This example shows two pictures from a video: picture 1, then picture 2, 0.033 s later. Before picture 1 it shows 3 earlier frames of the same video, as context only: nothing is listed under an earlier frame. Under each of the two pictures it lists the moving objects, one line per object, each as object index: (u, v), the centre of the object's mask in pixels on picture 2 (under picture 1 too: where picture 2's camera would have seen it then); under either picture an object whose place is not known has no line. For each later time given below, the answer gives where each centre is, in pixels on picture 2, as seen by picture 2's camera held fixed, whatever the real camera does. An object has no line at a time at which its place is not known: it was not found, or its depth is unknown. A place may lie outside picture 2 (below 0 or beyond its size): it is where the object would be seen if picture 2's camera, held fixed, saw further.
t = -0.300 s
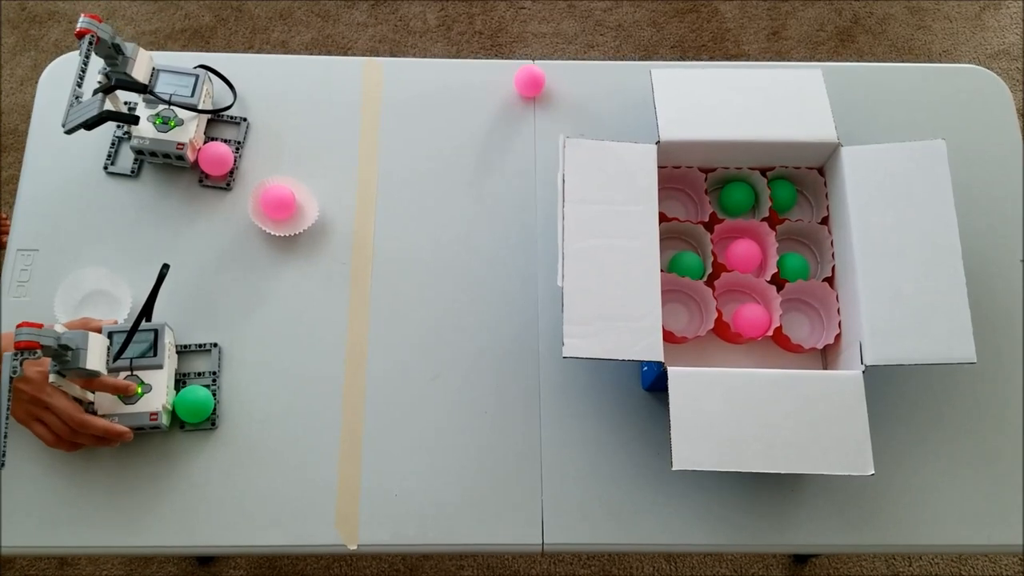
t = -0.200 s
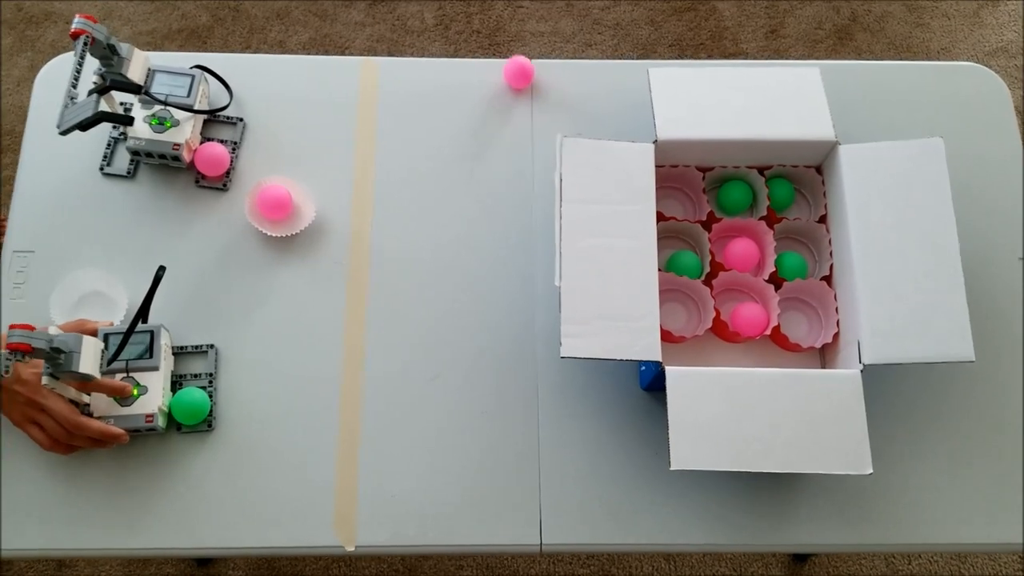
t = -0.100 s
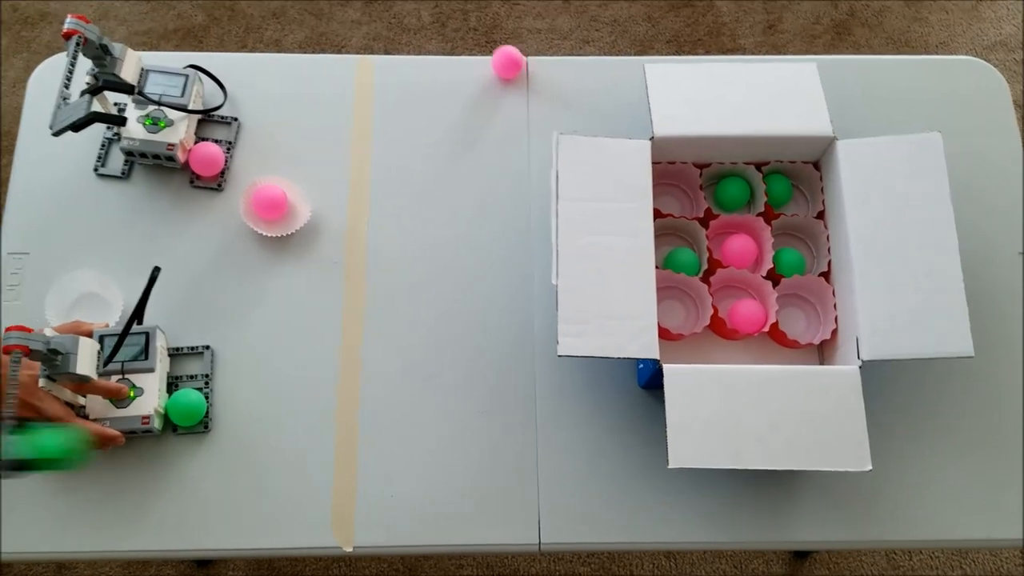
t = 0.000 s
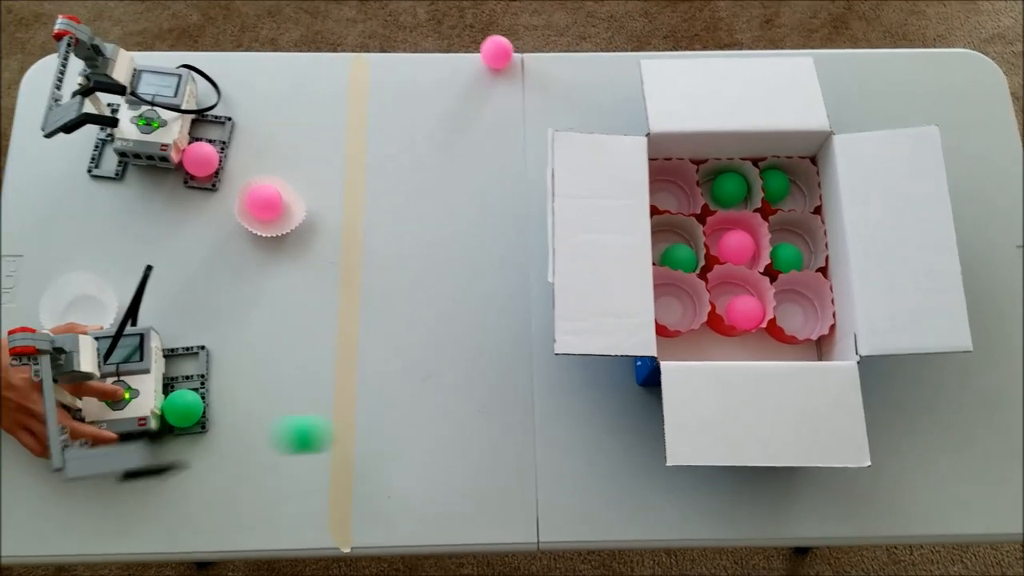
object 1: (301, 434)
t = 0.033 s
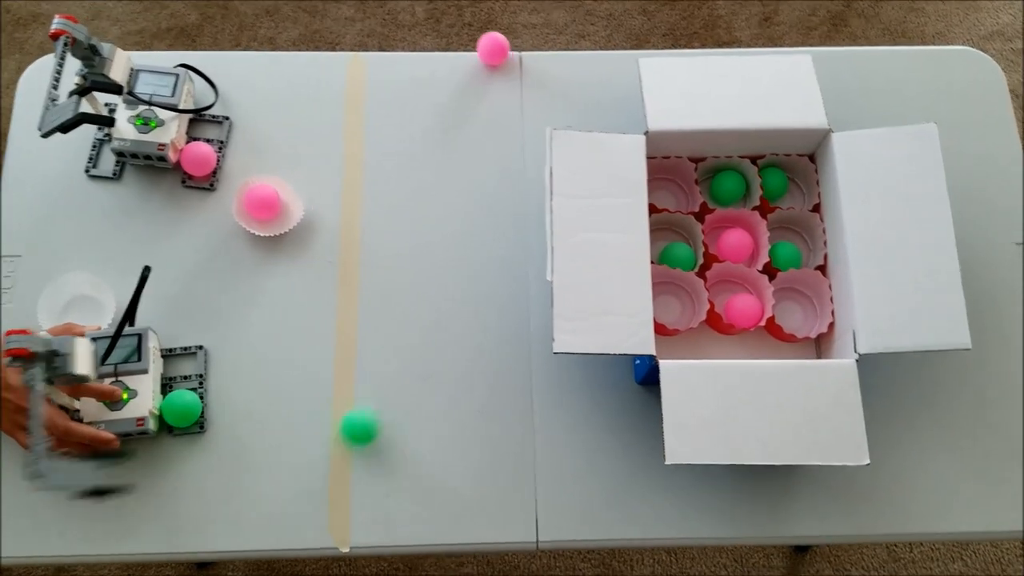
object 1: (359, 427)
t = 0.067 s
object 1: (383, 405)
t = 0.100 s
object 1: (409, 383)
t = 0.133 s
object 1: (439, 361)
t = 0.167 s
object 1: (469, 342)
